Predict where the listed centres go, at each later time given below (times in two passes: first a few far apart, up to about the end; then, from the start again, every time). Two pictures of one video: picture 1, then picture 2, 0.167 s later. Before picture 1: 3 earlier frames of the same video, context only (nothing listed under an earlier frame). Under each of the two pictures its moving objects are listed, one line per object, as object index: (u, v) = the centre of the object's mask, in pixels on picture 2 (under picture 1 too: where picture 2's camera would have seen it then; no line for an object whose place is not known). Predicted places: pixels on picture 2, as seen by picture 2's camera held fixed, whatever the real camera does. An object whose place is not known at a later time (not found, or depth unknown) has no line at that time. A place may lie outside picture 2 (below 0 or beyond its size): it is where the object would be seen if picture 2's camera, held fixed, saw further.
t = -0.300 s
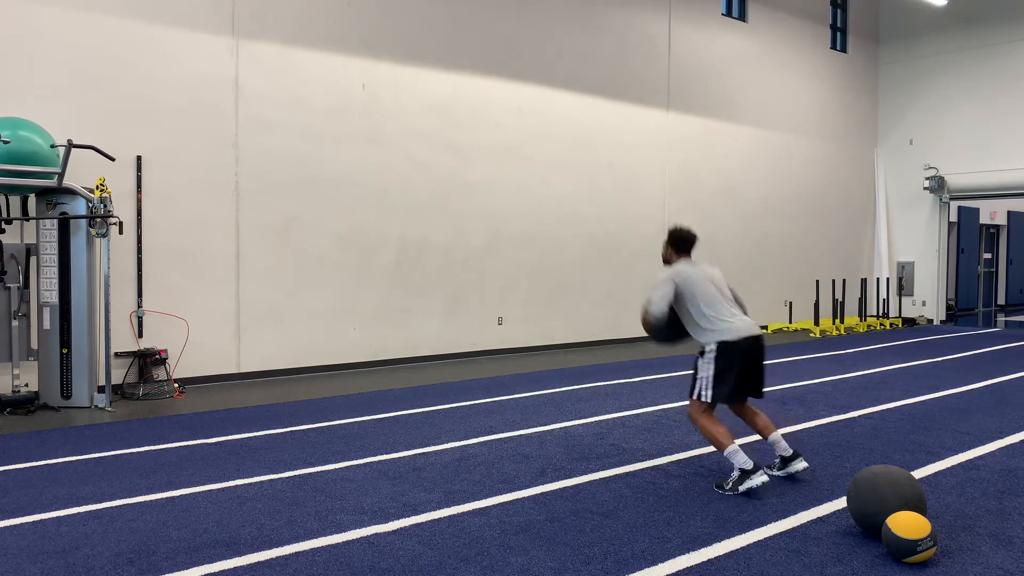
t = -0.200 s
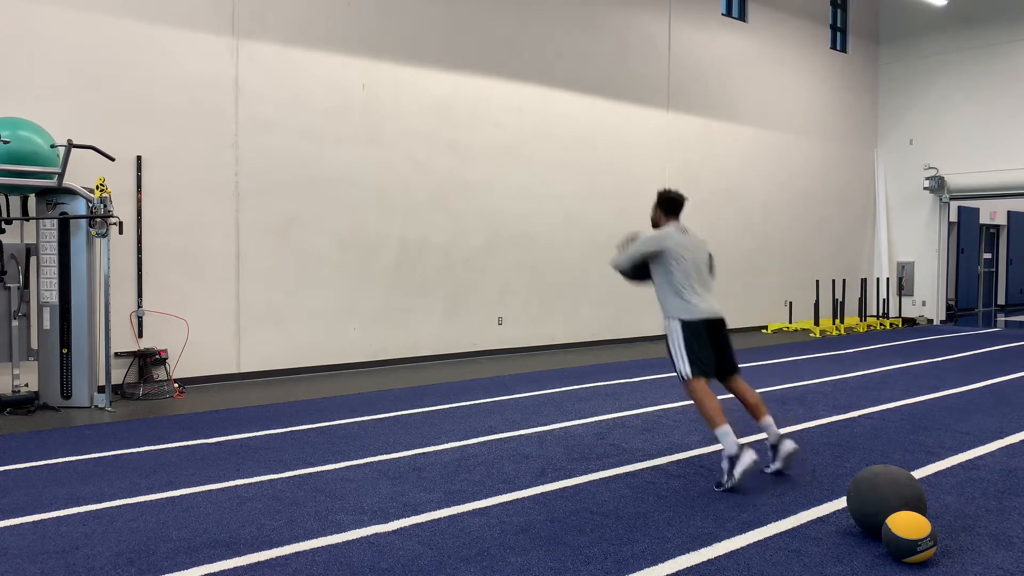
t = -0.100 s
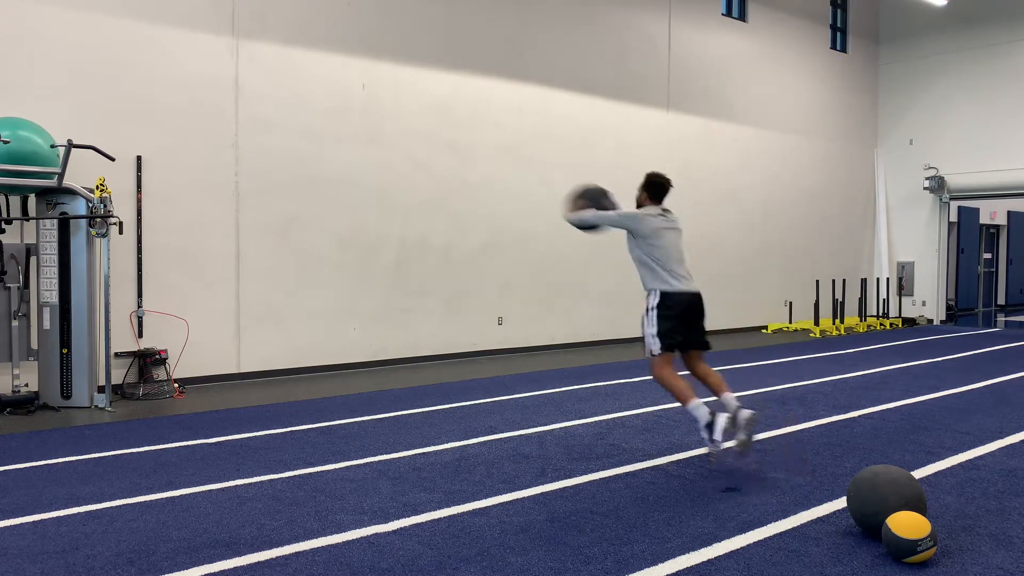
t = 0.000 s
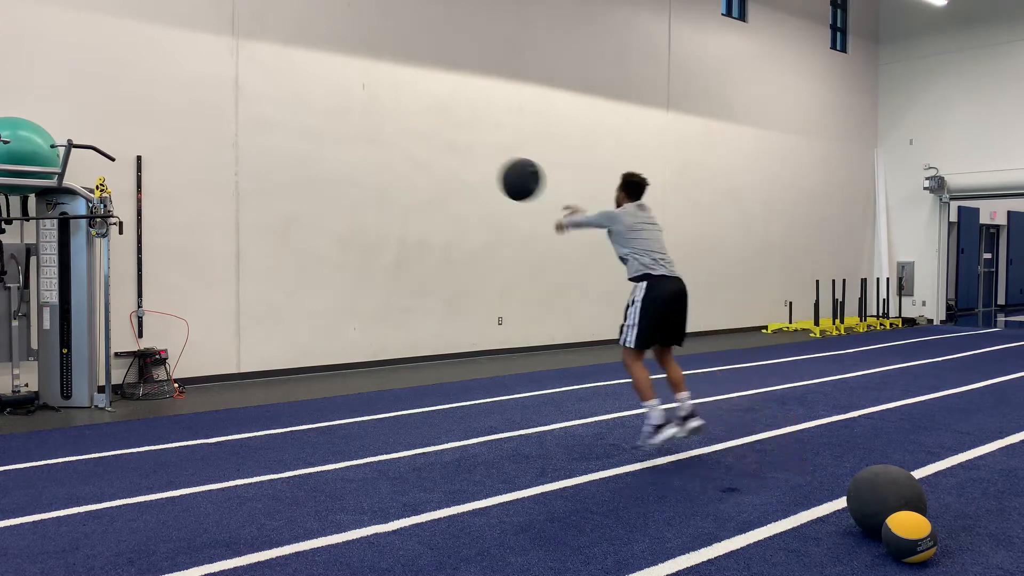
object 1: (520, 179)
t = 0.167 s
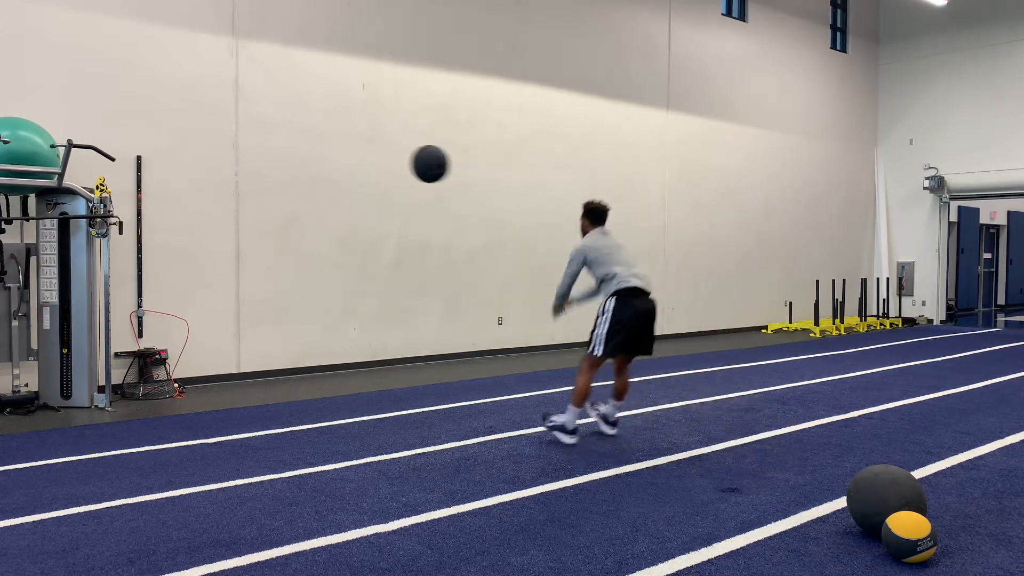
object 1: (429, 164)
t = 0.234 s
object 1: (399, 166)
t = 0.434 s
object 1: (344, 192)
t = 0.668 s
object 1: (388, 253)
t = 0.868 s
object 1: (431, 357)
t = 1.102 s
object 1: (478, 344)
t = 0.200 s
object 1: (414, 164)
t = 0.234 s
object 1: (399, 166)
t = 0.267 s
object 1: (386, 169)
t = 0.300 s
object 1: (373, 172)
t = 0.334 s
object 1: (360, 177)
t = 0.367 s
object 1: (349, 182)
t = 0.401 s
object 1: (338, 188)
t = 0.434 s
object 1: (344, 192)
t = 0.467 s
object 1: (350, 197)
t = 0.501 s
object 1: (356, 203)
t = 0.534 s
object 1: (362, 211)
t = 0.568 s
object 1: (369, 220)
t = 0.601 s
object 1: (375, 230)
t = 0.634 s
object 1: (382, 241)
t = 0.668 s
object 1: (388, 253)
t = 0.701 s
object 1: (395, 267)
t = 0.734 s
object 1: (402, 282)
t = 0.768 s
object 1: (409, 298)
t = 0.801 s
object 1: (416, 316)
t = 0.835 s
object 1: (424, 336)
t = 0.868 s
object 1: (431, 357)
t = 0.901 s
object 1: (438, 381)
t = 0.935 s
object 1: (445, 378)
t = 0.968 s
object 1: (451, 368)
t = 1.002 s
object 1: (458, 361)
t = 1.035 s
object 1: (465, 354)
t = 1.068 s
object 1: (471, 348)
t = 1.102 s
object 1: (478, 344)
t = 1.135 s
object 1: (485, 340)
